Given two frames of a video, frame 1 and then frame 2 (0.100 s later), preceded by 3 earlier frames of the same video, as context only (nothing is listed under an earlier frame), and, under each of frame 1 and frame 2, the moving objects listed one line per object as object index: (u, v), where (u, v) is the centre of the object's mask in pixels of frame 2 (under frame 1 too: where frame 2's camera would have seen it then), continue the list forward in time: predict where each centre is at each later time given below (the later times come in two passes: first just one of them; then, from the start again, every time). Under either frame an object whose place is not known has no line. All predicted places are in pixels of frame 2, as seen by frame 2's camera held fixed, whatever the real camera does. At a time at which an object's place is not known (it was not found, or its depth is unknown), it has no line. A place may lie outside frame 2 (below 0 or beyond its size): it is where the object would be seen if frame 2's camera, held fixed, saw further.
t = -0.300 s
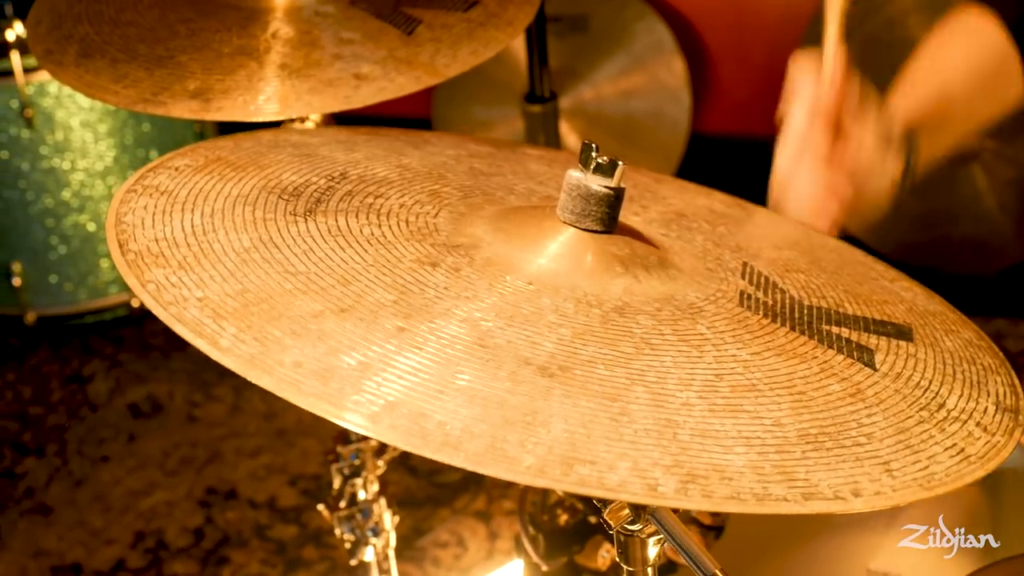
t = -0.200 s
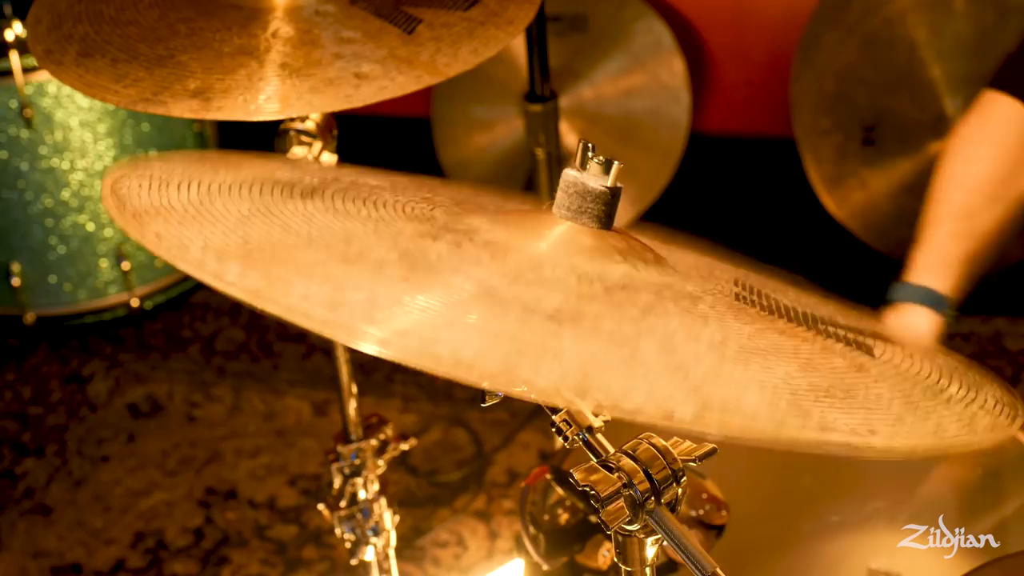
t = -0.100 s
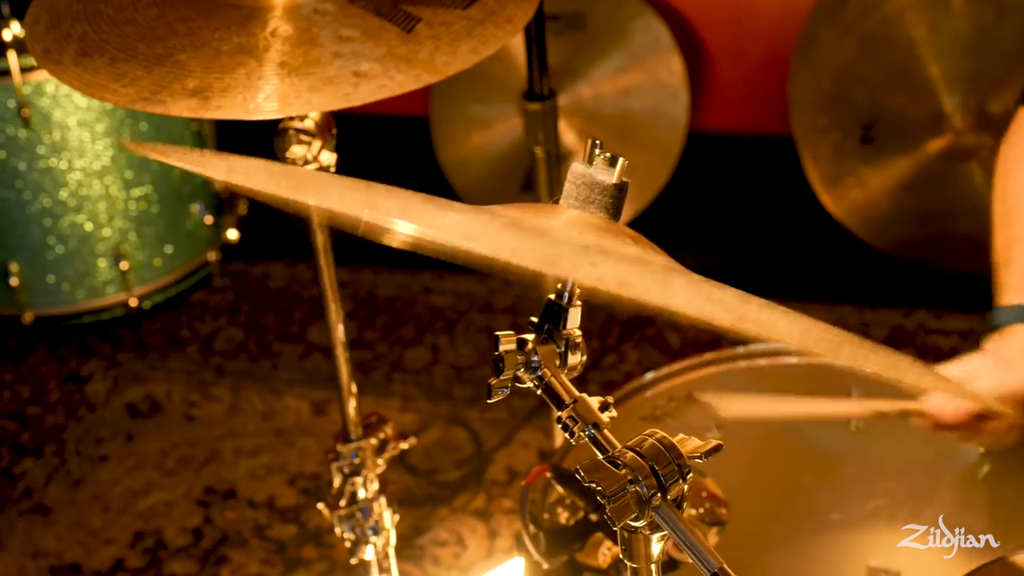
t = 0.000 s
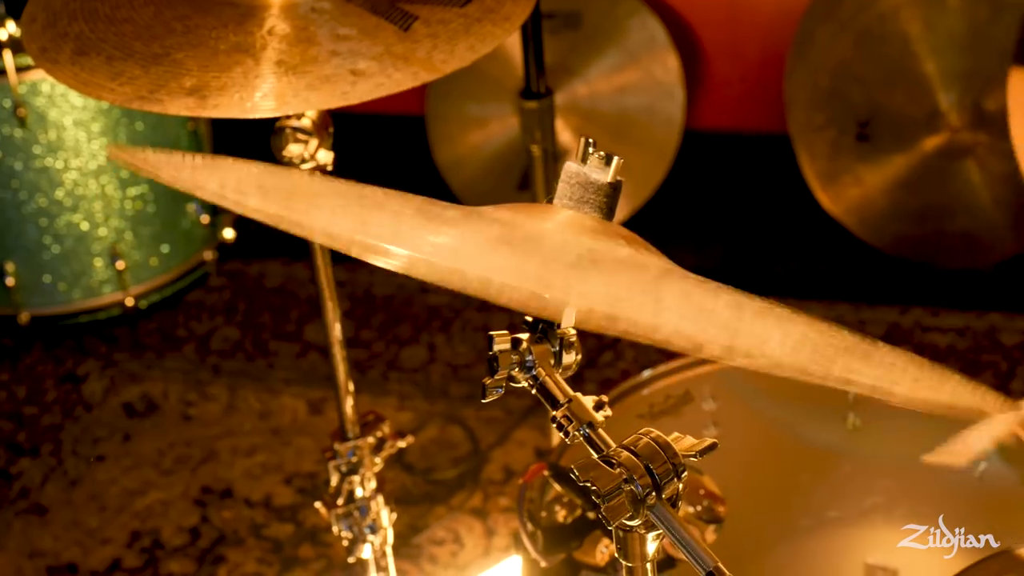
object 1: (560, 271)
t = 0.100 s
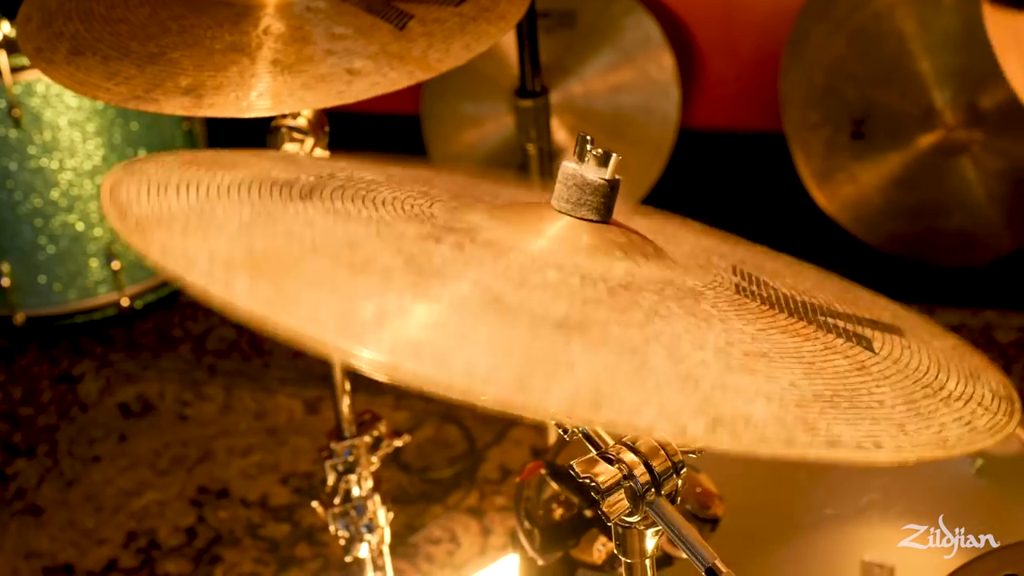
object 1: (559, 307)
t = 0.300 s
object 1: (565, 319)
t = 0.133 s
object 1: (558, 320)
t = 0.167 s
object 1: (560, 326)
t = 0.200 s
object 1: (561, 325)
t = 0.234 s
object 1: (561, 326)
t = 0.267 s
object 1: (563, 322)
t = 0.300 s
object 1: (565, 319)
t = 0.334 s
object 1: (568, 317)
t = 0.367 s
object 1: (568, 315)
